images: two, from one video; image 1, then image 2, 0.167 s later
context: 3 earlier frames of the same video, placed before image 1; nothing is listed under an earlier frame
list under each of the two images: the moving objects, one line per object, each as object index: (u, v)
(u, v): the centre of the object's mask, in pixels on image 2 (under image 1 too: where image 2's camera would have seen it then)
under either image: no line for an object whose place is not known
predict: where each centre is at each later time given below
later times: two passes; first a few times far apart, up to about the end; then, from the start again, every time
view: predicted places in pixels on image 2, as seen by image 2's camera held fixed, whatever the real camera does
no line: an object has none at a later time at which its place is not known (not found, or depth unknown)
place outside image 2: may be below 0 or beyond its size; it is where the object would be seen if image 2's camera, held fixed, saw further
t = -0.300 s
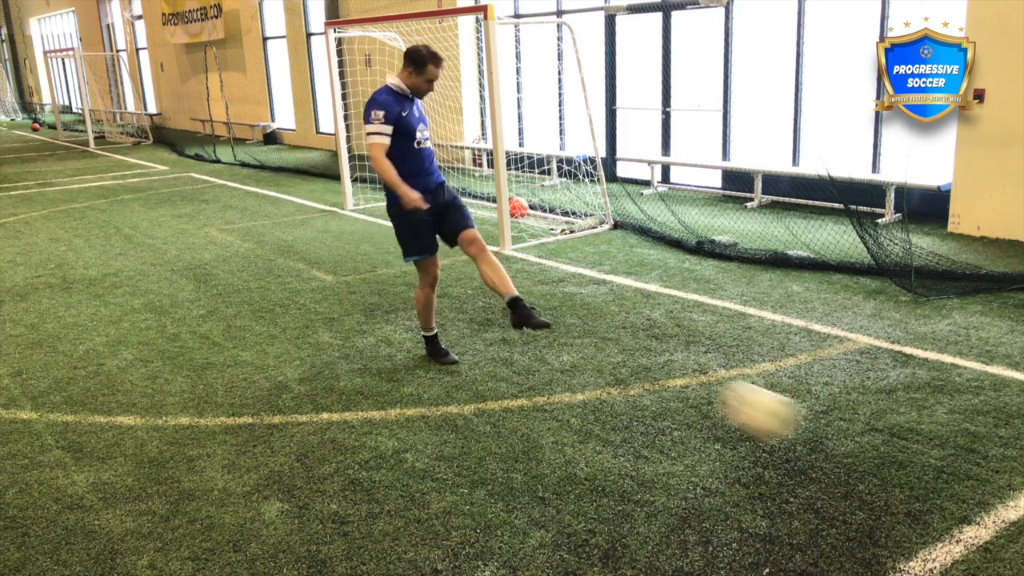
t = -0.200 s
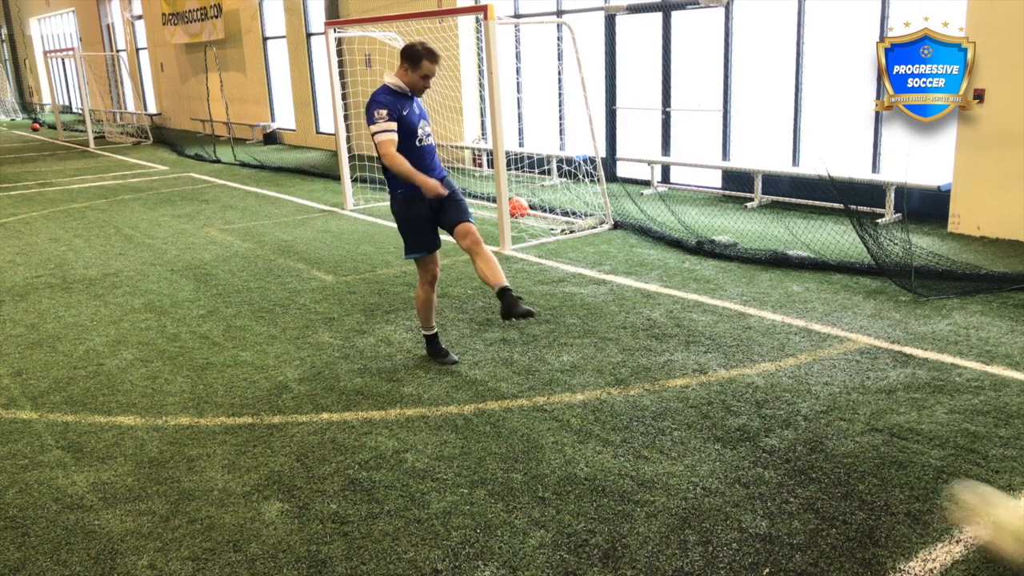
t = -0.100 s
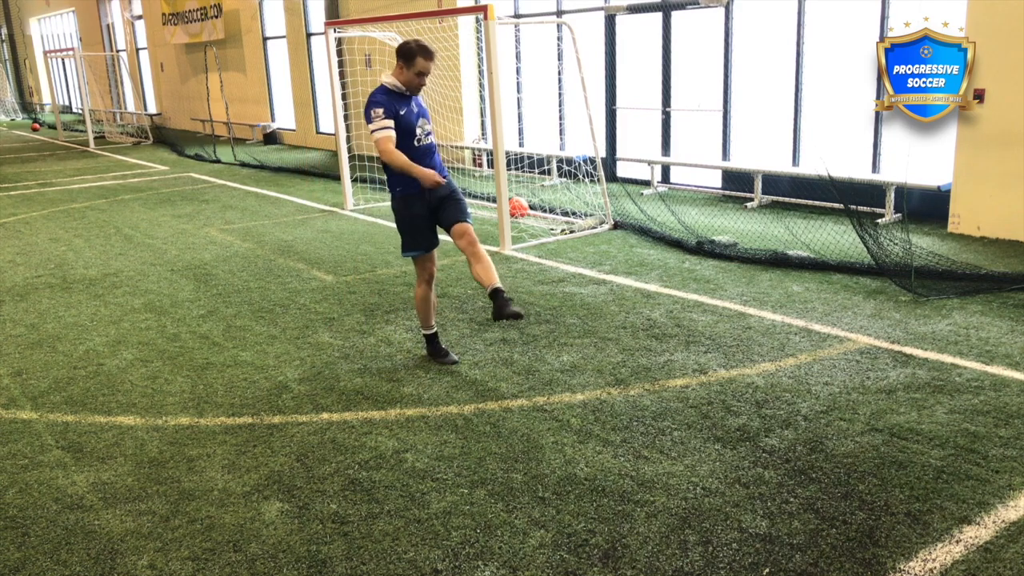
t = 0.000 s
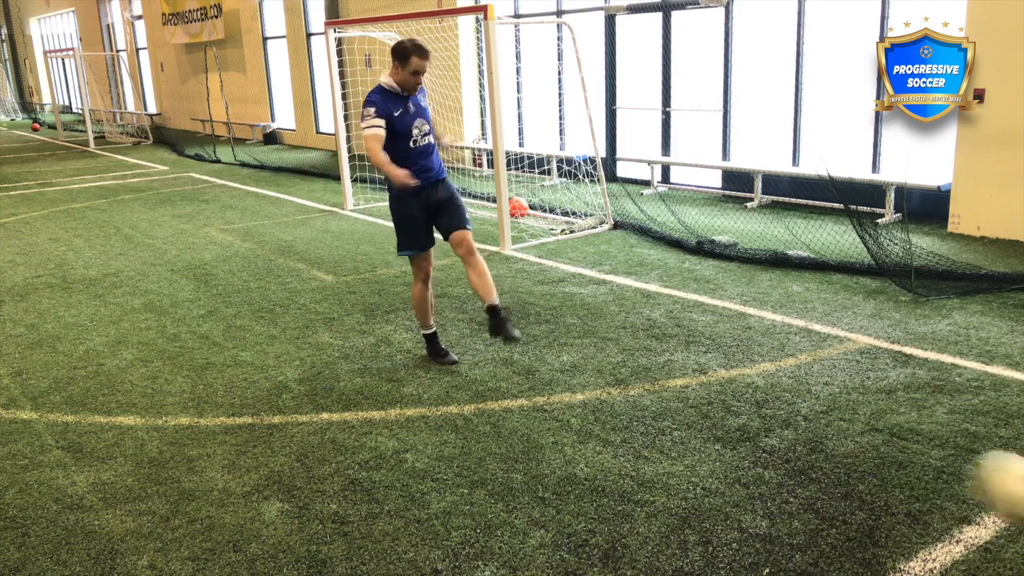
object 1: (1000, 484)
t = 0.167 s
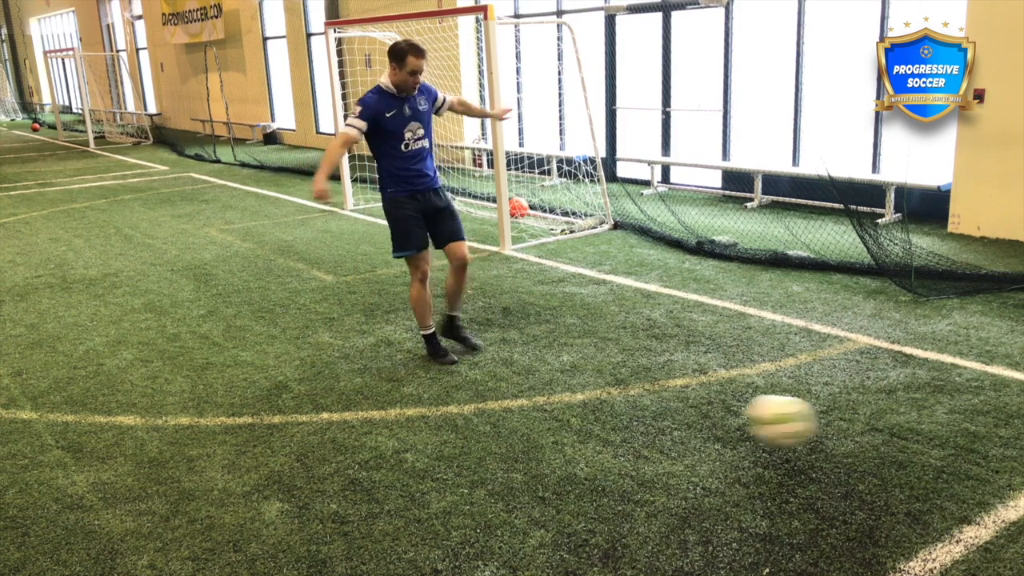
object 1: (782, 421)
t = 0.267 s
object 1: (695, 397)
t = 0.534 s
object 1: (577, 351)
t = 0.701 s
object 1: (528, 326)
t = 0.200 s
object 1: (743, 418)
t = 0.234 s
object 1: (714, 413)
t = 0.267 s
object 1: (695, 397)
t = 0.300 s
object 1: (677, 382)
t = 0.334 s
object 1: (661, 370)
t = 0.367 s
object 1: (645, 361)
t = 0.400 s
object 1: (630, 354)
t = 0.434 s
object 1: (615, 350)
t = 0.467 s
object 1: (602, 349)
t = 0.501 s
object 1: (590, 349)
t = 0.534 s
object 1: (577, 351)
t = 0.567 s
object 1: (564, 353)
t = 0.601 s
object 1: (555, 344)
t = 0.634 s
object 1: (546, 335)
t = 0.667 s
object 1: (537, 329)
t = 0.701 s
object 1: (528, 326)
